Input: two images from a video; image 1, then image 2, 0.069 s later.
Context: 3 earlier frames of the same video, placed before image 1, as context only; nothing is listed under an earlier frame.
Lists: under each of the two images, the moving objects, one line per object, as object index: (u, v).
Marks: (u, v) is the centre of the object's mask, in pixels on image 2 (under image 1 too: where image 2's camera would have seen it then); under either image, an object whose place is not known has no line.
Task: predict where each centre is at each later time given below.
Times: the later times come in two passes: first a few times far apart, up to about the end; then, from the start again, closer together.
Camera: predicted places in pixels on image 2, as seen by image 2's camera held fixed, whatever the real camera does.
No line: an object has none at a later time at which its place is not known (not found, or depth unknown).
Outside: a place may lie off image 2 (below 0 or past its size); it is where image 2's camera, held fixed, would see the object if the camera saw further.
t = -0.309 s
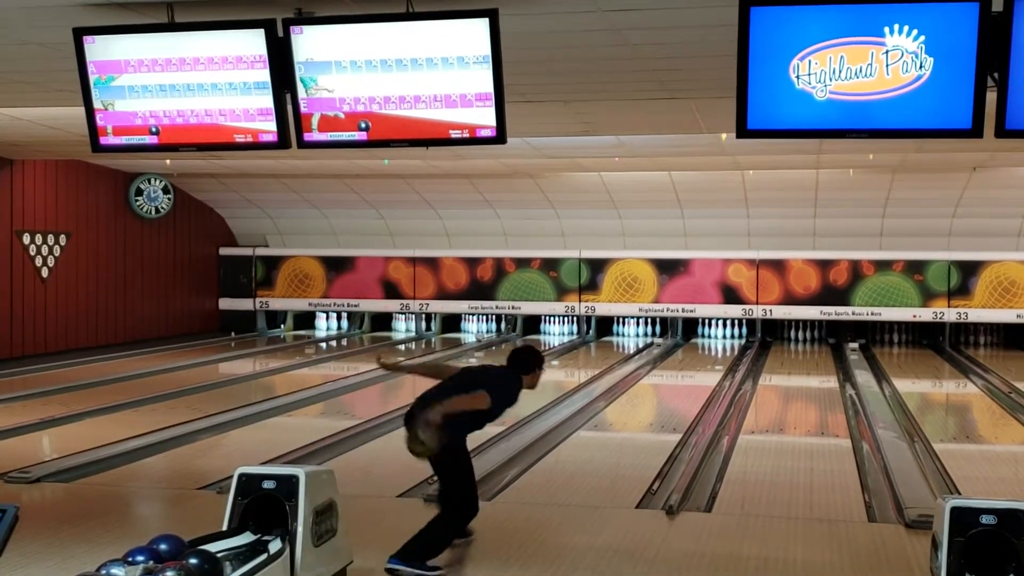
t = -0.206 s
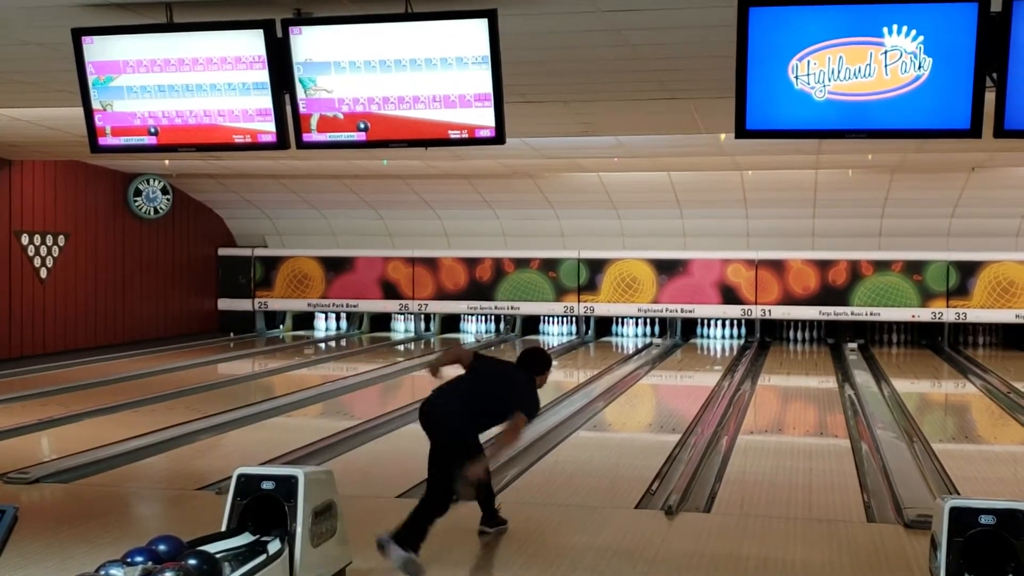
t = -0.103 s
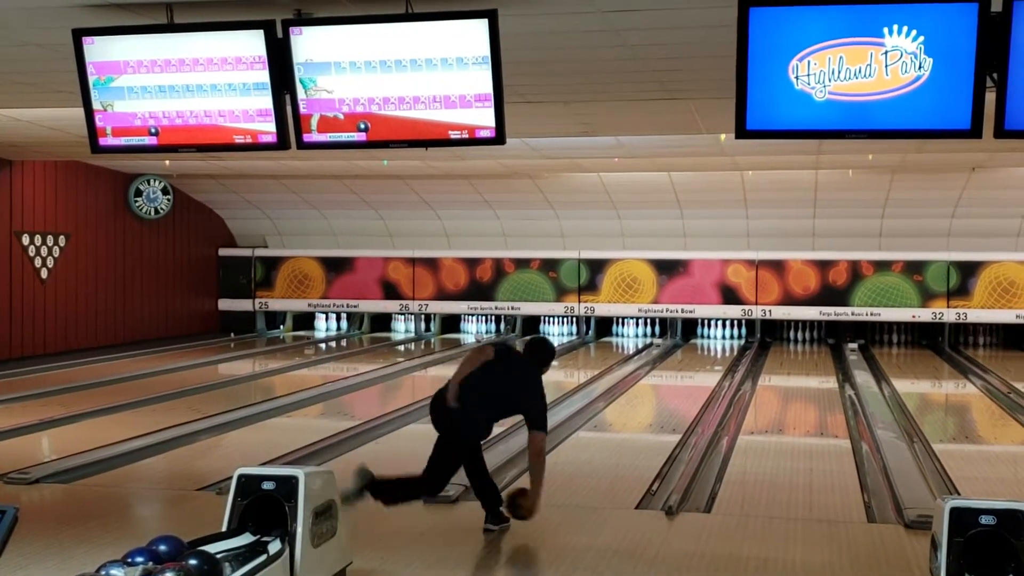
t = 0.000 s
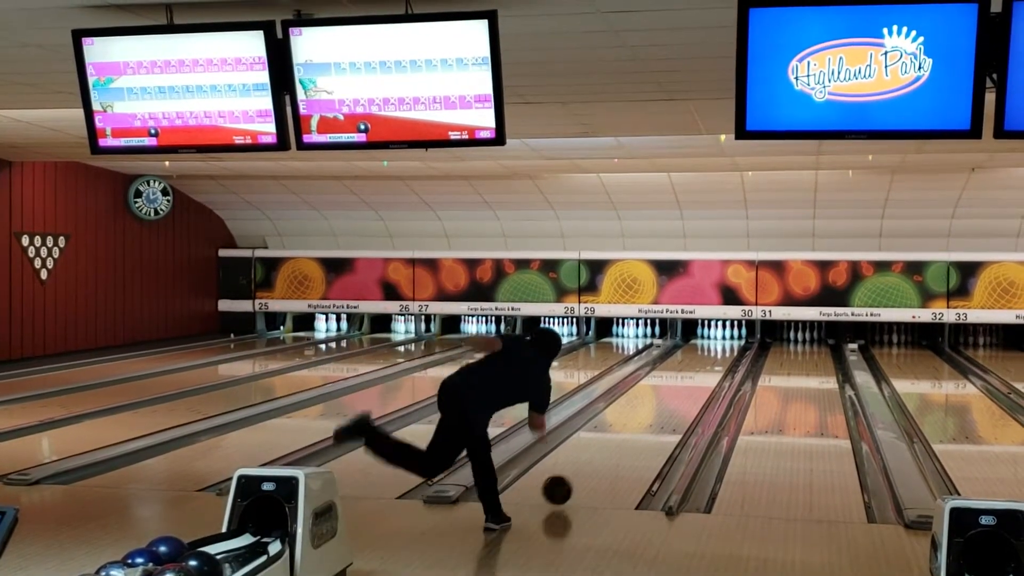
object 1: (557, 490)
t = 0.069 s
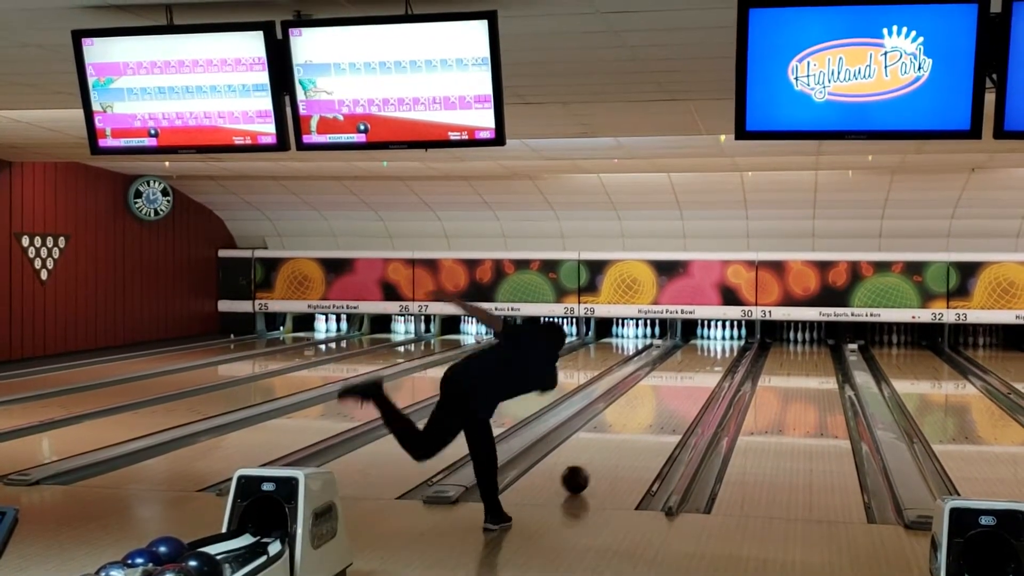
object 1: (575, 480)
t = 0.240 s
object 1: (618, 445)
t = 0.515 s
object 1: (658, 413)
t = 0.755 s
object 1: (682, 392)
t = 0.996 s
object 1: (700, 376)
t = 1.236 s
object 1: (714, 362)
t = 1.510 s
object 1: (722, 351)
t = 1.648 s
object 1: (724, 346)
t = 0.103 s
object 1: (591, 467)
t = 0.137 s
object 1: (598, 461)
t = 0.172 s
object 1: (605, 455)
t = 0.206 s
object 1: (612, 450)
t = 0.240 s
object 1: (618, 445)
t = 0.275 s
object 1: (624, 440)
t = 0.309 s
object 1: (630, 435)
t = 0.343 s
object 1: (635, 431)
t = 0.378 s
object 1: (640, 427)
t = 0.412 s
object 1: (645, 423)
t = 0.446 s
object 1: (649, 420)
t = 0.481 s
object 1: (653, 416)
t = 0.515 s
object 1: (658, 413)
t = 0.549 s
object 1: (662, 409)
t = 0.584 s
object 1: (665, 406)
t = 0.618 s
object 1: (669, 403)
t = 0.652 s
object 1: (673, 400)
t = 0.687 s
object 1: (676, 397)
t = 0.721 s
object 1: (679, 395)
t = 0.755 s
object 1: (682, 392)
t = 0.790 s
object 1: (685, 389)
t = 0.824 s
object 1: (688, 387)
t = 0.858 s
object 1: (691, 385)
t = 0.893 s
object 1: (693, 382)
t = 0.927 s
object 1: (696, 380)
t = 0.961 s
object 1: (698, 378)
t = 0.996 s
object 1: (700, 376)
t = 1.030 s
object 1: (702, 374)
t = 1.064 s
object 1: (704, 372)
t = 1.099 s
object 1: (706, 370)
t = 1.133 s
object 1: (708, 368)
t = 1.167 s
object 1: (710, 367)
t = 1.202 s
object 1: (711, 365)
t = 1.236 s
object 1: (714, 362)
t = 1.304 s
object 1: (717, 358)
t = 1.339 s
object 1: (717, 358)
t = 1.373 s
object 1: (718, 357)
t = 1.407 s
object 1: (719, 355)
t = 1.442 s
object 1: (720, 354)
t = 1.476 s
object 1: (721, 352)
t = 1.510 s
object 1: (722, 351)
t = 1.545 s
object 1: (722, 350)
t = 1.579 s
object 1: (723, 348)
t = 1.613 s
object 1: (723, 347)
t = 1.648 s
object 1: (724, 346)
